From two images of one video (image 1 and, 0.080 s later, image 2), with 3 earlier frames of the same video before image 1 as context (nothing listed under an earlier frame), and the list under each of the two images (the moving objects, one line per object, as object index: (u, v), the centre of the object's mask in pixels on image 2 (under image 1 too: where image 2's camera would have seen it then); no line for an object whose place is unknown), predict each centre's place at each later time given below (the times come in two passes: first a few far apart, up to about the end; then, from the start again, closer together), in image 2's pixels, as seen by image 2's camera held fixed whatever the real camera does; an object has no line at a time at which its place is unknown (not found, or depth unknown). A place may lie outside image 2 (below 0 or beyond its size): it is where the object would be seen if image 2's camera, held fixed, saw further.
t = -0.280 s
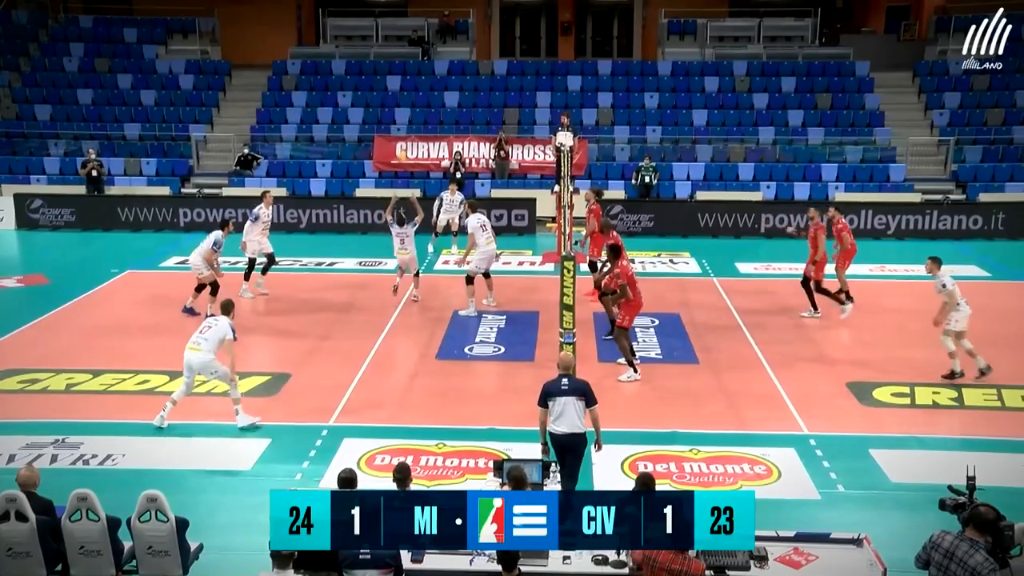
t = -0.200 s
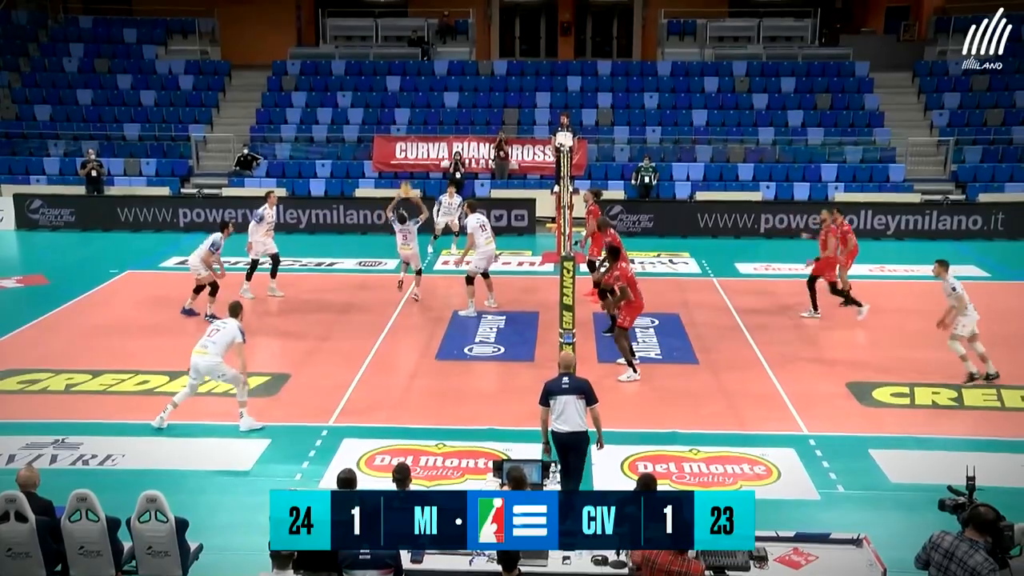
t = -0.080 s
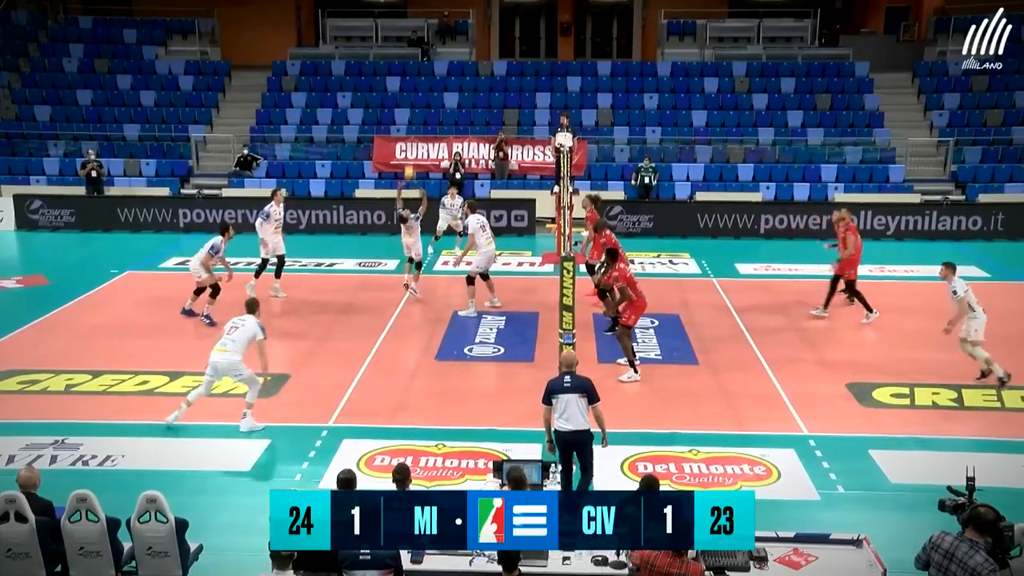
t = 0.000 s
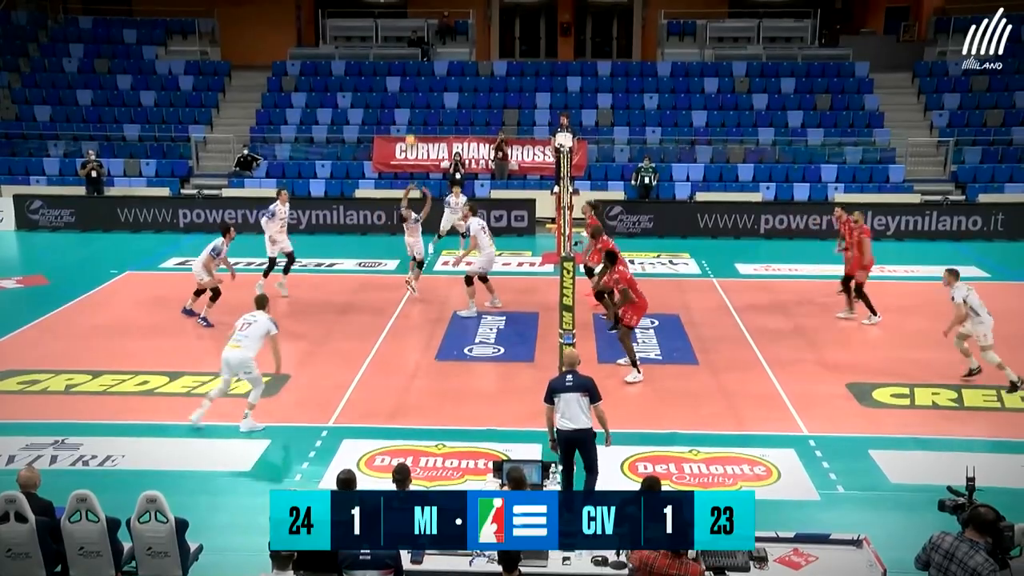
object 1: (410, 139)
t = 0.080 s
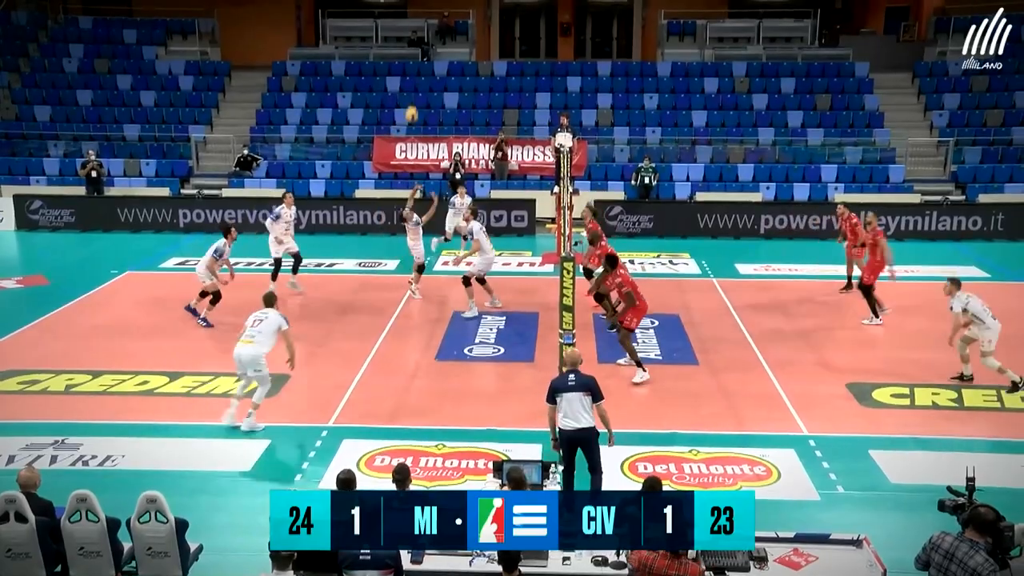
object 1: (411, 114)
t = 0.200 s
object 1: (413, 77)
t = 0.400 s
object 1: (417, 32)
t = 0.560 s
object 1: (422, 12)
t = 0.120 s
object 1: (412, 101)
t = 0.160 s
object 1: (413, 88)
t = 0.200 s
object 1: (413, 77)
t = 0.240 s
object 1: (414, 66)
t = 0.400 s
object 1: (417, 32)
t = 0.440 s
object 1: (418, 25)
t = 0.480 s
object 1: (420, 19)
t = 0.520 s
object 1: (421, 16)
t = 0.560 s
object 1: (422, 12)
